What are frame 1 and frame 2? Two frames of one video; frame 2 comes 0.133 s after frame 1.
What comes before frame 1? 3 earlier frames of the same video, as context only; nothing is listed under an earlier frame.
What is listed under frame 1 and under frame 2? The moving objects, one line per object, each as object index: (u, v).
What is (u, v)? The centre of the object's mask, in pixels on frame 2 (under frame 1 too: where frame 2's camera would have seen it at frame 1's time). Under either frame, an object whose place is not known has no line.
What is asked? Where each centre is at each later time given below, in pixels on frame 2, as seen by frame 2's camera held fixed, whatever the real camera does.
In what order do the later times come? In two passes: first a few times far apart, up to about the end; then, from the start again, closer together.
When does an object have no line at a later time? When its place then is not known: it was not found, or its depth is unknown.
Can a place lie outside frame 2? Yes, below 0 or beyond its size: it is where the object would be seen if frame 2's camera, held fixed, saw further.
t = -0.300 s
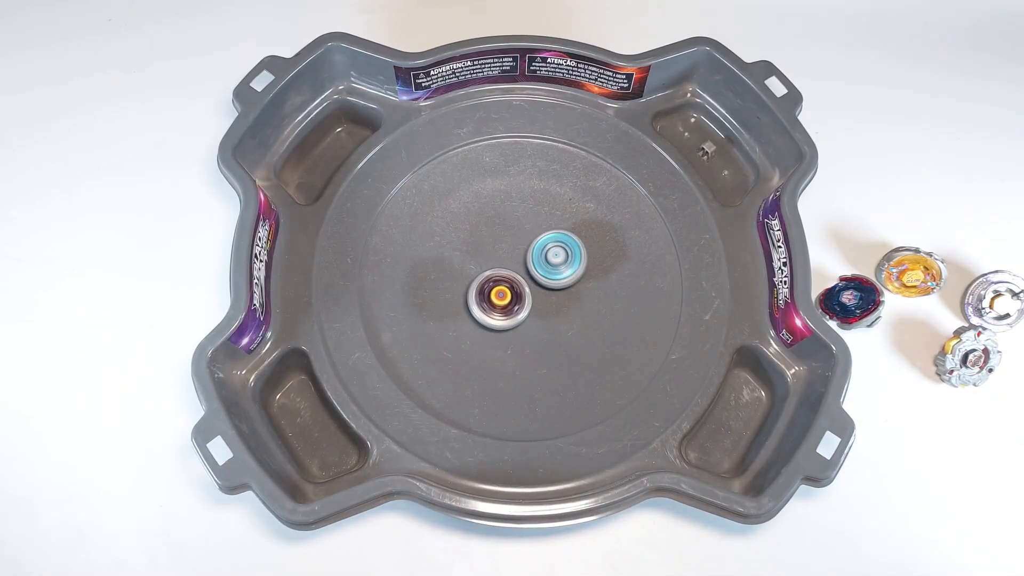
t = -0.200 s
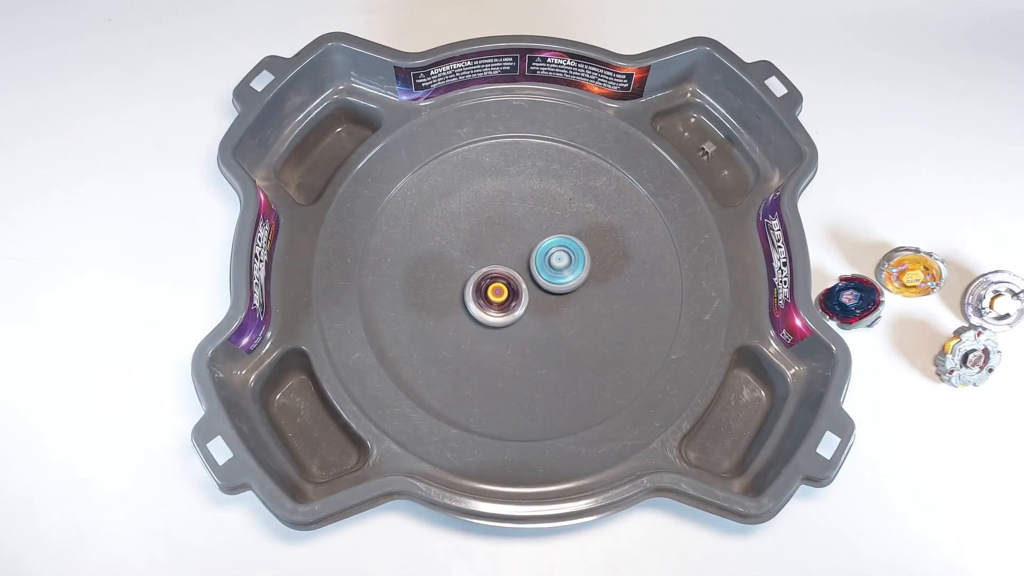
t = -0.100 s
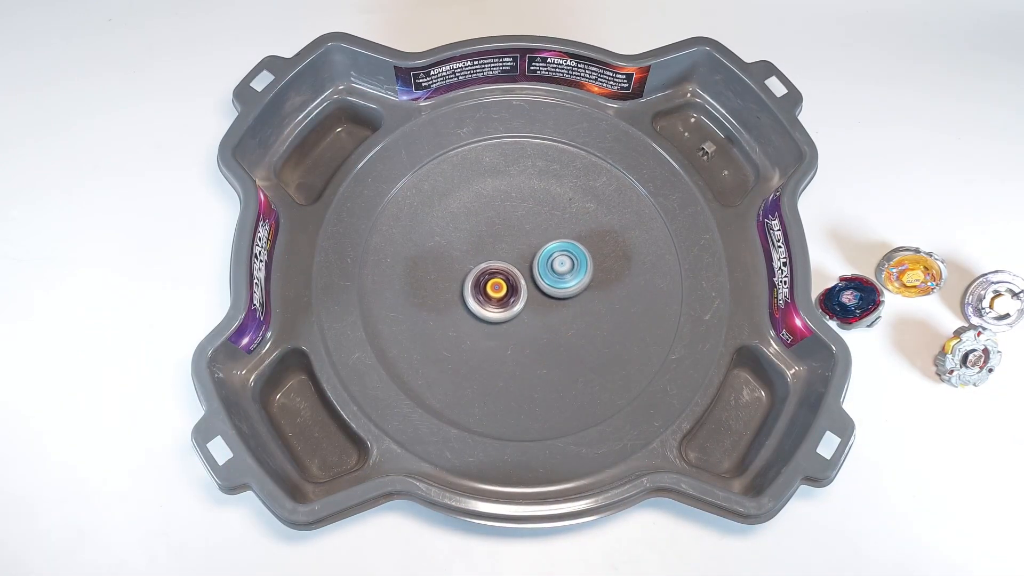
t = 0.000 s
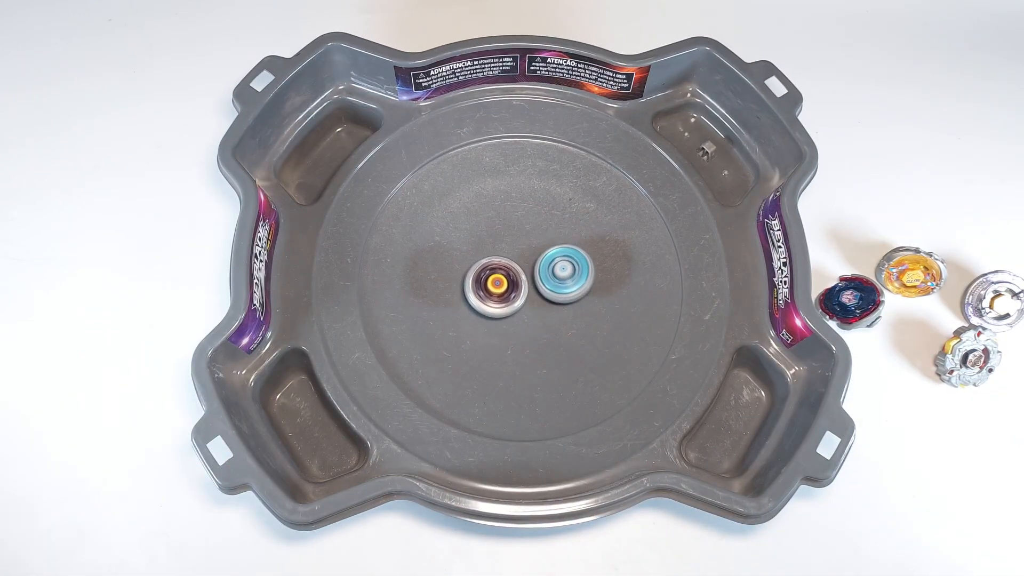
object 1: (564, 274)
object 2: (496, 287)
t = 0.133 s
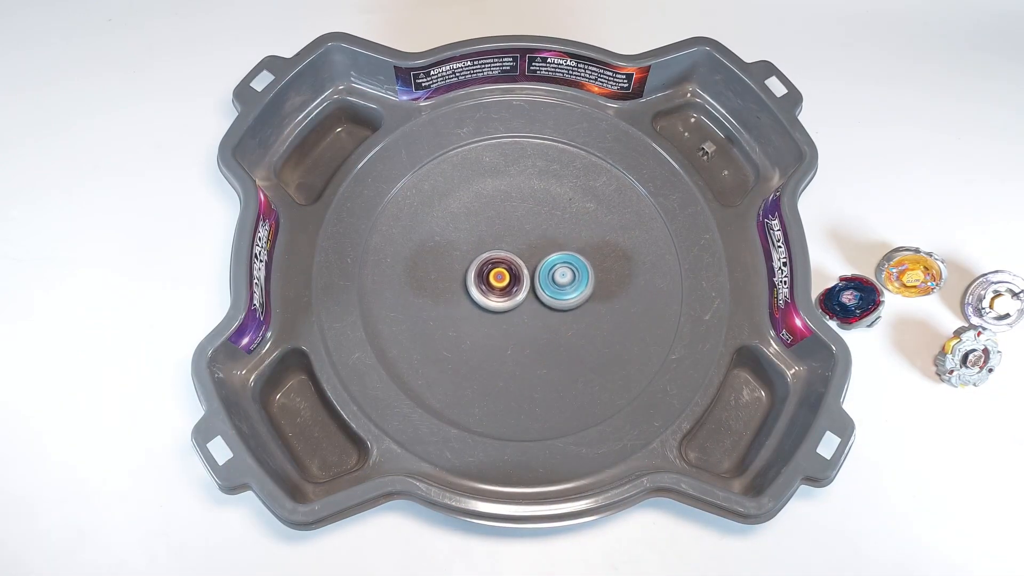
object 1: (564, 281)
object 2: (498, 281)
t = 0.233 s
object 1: (586, 290)
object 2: (476, 272)
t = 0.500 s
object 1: (586, 298)
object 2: (470, 288)
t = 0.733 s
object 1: (567, 300)
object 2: (489, 291)
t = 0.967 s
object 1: (564, 315)
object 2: (475, 268)
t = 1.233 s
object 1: (545, 314)
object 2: (489, 274)
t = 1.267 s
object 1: (543, 314)
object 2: (489, 275)
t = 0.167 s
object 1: (564, 282)
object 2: (499, 280)
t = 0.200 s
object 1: (569, 285)
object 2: (494, 277)
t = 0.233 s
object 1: (586, 290)
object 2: (476, 272)
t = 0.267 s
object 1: (595, 295)
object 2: (462, 270)
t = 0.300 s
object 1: (598, 298)
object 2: (452, 270)
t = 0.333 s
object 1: (597, 299)
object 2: (449, 273)
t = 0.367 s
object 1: (595, 299)
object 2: (450, 278)
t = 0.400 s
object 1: (594, 299)
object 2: (455, 282)
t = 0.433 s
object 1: (591, 298)
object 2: (461, 285)
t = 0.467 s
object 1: (589, 298)
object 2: (466, 287)
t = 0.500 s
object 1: (586, 298)
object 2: (470, 288)
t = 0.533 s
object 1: (583, 298)
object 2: (473, 289)
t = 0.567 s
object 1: (580, 298)
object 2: (477, 290)
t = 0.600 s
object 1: (577, 298)
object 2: (481, 291)
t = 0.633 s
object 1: (575, 298)
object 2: (483, 291)
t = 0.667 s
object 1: (572, 298)
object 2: (485, 291)
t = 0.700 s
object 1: (569, 299)
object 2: (487, 291)
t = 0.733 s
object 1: (567, 300)
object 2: (489, 291)
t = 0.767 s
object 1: (565, 301)
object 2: (491, 290)
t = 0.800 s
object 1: (562, 302)
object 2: (492, 288)
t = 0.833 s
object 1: (560, 303)
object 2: (492, 287)
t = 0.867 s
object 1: (557, 304)
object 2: (492, 286)
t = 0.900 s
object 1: (555, 306)
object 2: (493, 283)
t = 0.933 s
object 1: (562, 311)
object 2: (483, 275)
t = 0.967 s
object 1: (564, 315)
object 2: (475, 268)
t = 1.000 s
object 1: (564, 317)
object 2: (472, 264)
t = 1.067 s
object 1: (559, 317)
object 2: (476, 264)
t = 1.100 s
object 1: (557, 316)
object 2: (480, 266)
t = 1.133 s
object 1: (554, 316)
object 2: (483, 268)
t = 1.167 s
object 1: (551, 315)
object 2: (485, 271)
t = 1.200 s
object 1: (548, 314)
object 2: (487, 273)
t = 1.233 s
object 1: (545, 314)
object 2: (489, 274)
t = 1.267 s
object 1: (543, 314)
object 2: (489, 275)
